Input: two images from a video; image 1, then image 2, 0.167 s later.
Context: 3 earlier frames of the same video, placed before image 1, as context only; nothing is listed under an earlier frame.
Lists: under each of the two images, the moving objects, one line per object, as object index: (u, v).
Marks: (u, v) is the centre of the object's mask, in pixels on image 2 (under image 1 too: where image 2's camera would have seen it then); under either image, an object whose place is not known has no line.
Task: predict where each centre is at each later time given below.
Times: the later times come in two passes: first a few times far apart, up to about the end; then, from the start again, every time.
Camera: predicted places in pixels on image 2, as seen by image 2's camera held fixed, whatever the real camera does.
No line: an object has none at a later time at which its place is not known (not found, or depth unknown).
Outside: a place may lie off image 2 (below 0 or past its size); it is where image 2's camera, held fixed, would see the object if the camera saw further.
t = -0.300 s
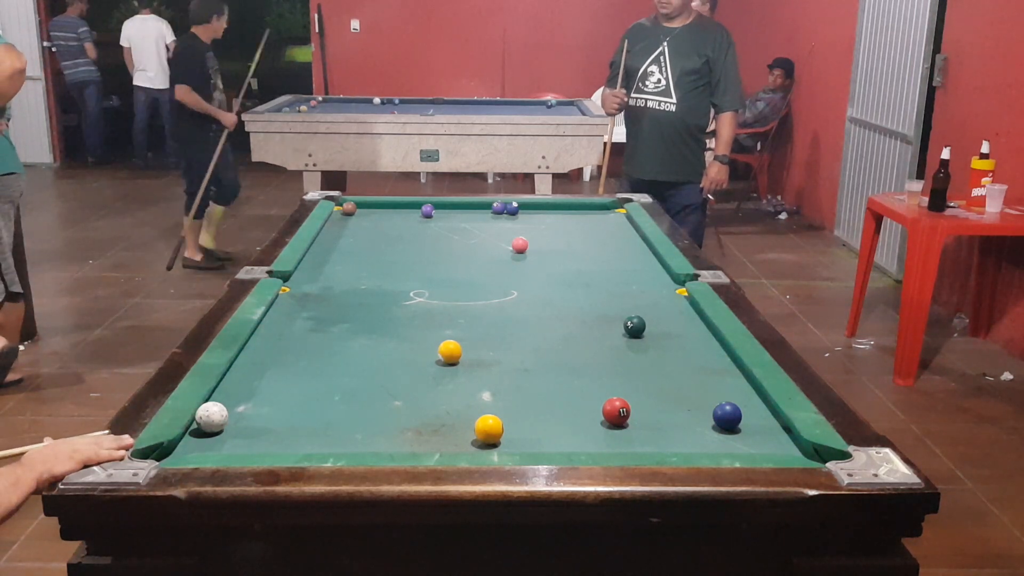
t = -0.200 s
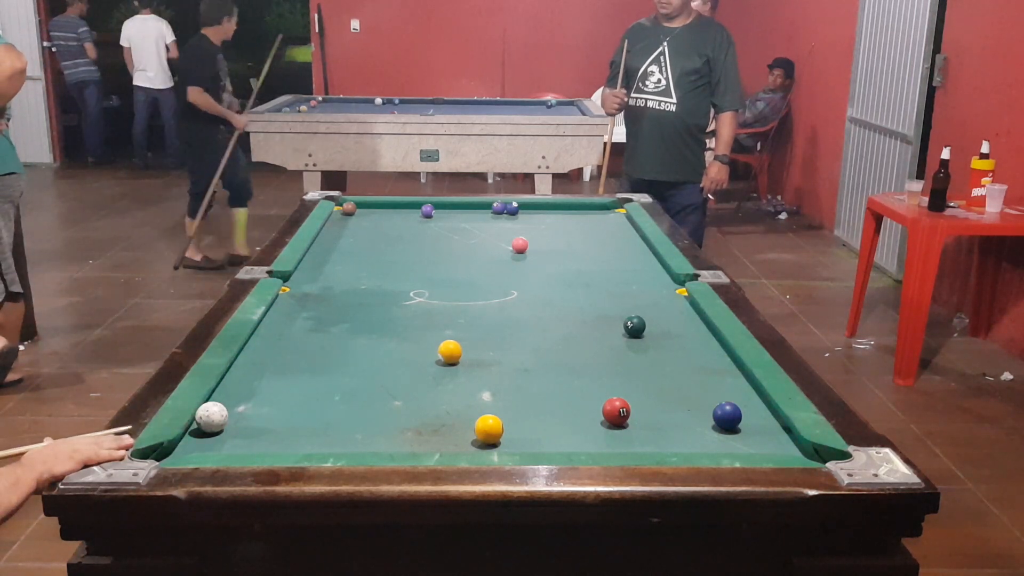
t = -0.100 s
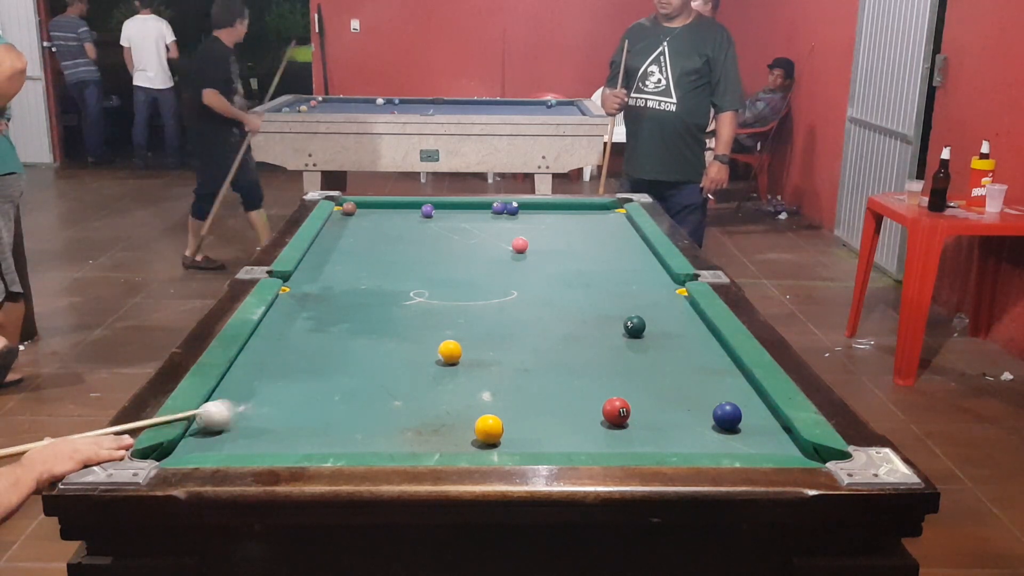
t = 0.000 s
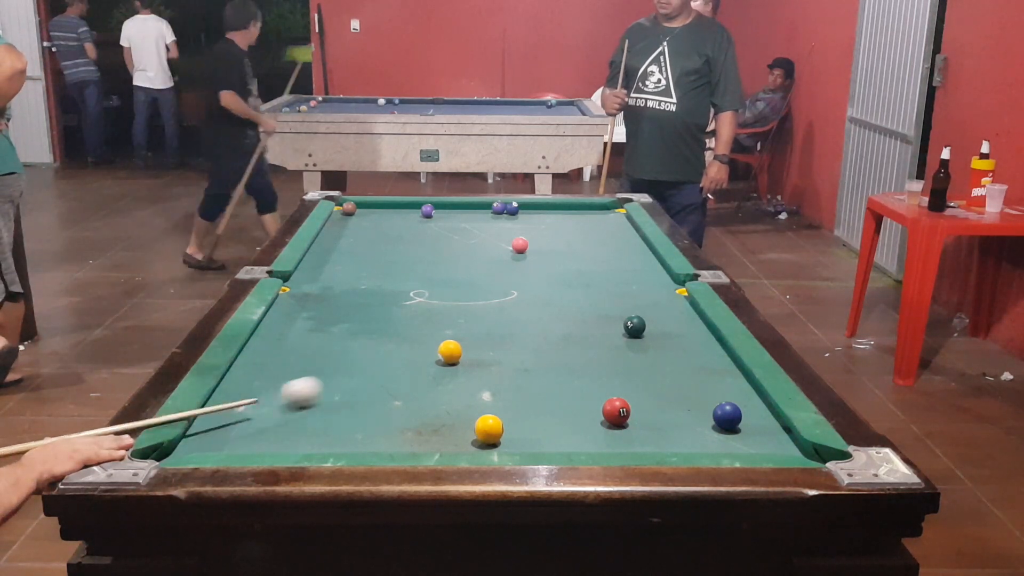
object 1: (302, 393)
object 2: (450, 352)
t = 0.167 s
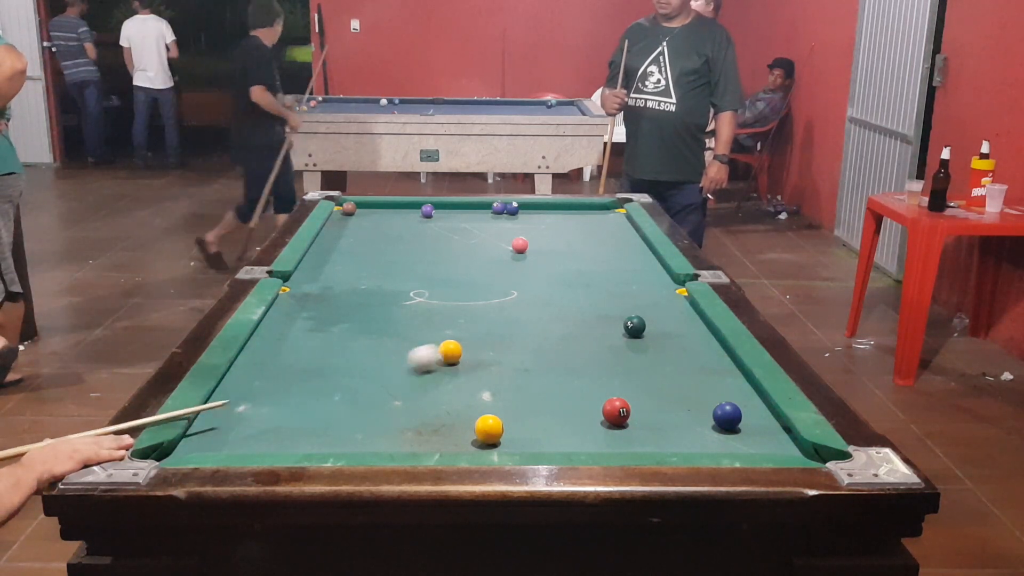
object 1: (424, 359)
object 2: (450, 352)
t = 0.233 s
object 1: (438, 356)
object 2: (486, 341)
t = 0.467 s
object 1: (489, 344)
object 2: (581, 312)
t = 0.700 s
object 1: (535, 334)
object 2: (655, 290)
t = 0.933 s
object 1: (578, 324)
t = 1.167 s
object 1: (617, 314)
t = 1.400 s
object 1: (652, 307)
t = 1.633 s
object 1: (682, 300)
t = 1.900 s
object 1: (649, 294)
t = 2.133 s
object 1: (623, 289)
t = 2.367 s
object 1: (599, 284)
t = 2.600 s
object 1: (578, 280)
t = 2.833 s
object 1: (557, 277)
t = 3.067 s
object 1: (539, 273)
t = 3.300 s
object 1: (523, 270)
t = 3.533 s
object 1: (507, 267)
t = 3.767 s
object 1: (494, 265)
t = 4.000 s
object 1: (482, 263)
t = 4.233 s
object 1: (471, 261)
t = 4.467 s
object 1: (462, 259)
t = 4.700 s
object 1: (453, 257)
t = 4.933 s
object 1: (446, 256)
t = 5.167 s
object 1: (440, 255)
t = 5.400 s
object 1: (436, 254)
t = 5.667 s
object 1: (431, 253)
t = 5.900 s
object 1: (429, 253)
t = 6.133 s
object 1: (427, 253)
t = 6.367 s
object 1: (427, 253)
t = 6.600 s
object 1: (427, 253)
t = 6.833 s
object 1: (427, 253)
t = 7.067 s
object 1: (427, 253)
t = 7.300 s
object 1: (427, 253)
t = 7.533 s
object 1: (427, 253)
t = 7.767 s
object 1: (427, 253)
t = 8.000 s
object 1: (427, 253)
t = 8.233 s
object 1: (427, 252)
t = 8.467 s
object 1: (427, 252)
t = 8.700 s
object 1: (427, 252)
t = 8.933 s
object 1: (427, 252)
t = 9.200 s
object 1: (427, 252)
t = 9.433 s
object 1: (427, 252)
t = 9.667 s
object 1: (427, 252)
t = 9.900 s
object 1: (427, 252)
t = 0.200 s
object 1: (433, 356)
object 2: (466, 346)
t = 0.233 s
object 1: (438, 356)
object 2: (486, 341)
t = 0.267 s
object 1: (444, 355)
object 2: (503, 336)
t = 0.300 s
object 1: (451, 353)
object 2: (518, 331)
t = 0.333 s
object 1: (459, 351)
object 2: (533, 327)
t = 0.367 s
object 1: (467, 350)
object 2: (545, 323)
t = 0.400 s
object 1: (474, 347)
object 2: (558, 319)
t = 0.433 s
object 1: (481, 346)
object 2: (570, 316)
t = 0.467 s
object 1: (489, 344)
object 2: (581, 312)
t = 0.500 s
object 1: (496, 343)
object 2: (593, 309)
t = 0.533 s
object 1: (503, 341)
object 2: (604, 305)
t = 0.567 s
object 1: (509, 340)
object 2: (615, 302)
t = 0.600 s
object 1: (516, 338)
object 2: (625, 299)
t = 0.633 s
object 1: (523, 337)
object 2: (636, 296)
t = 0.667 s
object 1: (529, 335)
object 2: (646, 293)
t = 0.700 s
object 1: (535, 334)
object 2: (655, 290)
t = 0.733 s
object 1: (542, 332)
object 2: (665, 287)
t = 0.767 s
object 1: (548, 331)
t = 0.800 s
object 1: (555, 329)
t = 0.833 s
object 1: (561, 328)
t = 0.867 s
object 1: (567, 327)
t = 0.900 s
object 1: (573, 325)
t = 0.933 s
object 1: (578, 324)
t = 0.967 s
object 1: (584, 323)
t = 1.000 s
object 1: (590, 321)
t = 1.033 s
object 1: (595, 320)
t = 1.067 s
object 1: (601, 319)
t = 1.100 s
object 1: (607, 317)
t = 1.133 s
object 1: (612, 316)
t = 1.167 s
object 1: (617, 314)
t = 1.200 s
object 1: (622, 313)
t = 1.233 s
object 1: (627, 310)
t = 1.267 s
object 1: (632, 309)
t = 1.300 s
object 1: (638, 308)
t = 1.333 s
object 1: (643, 308)
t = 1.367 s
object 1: (648, 308)
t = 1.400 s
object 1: (652, 307)
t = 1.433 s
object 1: (657, 306)
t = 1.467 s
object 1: (662, 305)
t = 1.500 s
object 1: (667, 304)
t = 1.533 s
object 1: (671, 303)
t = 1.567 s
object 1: (676, 302)
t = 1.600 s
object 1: (680, 300)
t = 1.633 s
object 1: (682, 300)
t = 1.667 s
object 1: (677, 299)
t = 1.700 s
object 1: (673, 298)
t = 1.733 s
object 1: (669, 297)
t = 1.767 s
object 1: (665, 297)
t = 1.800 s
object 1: (661, 296)
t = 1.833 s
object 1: (657, 295)
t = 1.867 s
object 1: (653, 294)
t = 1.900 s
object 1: (649, 294)
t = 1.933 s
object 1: (645, 293)
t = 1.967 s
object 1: (641, 292)
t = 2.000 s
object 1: (637, 291)
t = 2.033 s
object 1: (634, 291)
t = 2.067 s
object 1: (630, 290)
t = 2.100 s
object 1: (627, 290)
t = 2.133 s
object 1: (623, 289)
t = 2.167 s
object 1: (620, 288)
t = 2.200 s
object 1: (616, 287)
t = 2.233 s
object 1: (613, 287)
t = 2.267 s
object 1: (609, 286)
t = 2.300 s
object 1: (606, 285)
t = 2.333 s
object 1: (603, 285)
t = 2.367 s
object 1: (599, 284)
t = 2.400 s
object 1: (596, 284)
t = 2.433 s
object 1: (593, 283)
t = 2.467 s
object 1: (590, 282)
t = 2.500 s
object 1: (587, 282)
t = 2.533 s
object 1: (584, 281)
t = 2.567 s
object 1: (581, 281)
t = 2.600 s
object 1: (578, 280)
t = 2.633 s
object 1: (575, 280)
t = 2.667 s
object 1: (572, 279)
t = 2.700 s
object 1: (569, 279)
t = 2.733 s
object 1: (566, 278)
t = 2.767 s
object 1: (563, 277)
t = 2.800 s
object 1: (561, 277)
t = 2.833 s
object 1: (557, 277)
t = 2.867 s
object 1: (555, 276)
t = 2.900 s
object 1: (552, 276)
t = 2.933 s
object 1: (550, 275)
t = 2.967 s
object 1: (547, 275)
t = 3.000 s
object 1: (544, 274)
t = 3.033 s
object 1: (542, 274)
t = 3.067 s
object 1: (539, 273)
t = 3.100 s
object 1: (537, 273)
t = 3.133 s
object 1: (534, 272)
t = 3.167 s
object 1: (532, 272)
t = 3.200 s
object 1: (530, 271)
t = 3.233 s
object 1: (527, 271)
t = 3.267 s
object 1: (525, 270)
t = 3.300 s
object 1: (523, 270)
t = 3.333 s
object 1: (521, 270)
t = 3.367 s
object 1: (518, 269)
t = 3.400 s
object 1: (516, 269)
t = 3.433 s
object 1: (514, 268)
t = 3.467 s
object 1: (512, 268)
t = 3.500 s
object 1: (509, 268)
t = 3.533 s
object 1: (507, 267)
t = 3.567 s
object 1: (505, 267)
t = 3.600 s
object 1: (504, 266)
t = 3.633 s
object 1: (501, 266)
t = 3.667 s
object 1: (500, 266)
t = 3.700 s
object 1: (498, 265)
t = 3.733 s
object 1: (496, 265)
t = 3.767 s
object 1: (494, 265)
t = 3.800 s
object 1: (492, 265)
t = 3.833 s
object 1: (490, 264)
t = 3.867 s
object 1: (488, 264)
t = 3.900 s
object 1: (487, 264)
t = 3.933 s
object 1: (485, 263)
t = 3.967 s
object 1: (483, 263)
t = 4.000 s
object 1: (482, 263)
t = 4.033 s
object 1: (480, 262)
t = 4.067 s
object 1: (478, 262)
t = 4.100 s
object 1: (477, 262)
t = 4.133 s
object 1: (475, 262)
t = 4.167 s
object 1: (474, 261)
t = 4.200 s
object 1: (472, 261)
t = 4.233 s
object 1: (471, 261)
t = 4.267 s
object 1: (469, 260)
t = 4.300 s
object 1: (468, 260)
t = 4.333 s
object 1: (467, 260)
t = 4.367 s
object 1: (465, 259)
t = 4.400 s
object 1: (464, 259)
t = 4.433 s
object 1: (463, 259)
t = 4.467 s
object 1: (462, 259)
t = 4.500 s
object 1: (460, 258)
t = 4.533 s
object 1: (459, 258)
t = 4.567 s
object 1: (458, 258)
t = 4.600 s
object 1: (457, 258)
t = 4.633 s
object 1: (455, 257)
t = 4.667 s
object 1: (455, 257)
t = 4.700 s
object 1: (453, 257)
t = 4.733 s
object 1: (452, 257)
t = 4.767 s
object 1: (451, 256)
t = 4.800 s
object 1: (450, 256)
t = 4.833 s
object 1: (449, 256)
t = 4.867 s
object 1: (448, 256)
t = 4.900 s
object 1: (447, 256)
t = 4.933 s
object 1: (446, 256)
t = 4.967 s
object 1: (445, 256)
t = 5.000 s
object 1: (444, 255)
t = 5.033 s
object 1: (444, 255)
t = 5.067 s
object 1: (443, 255)
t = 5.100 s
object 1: (442, 255)
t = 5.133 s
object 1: (441, 255)
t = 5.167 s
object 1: (440, 255)
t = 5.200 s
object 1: (440, 255)
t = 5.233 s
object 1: (439, 255)
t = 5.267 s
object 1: (438, 255)
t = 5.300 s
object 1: (438, 254)
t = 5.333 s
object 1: (437, 254)
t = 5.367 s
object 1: (436, 254)
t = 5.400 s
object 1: (436, 254)
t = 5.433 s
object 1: (435, 254)
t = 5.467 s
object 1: (435, 254)
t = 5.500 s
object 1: (434, 254)
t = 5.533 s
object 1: (434, 253)
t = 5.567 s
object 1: (433, 254)
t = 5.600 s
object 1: (432, 254)
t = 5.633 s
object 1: (432, 253)
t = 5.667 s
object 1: (431, 253)
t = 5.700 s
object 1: (431, 253)
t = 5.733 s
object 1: (430, 253)
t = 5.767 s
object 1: (430, 253)
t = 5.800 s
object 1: (430, 253)
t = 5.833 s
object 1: (429, 253)
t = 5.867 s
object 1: (429, 253)
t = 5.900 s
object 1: (429, 253)
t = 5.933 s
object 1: (429, 253)
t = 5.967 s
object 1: (428, 253)
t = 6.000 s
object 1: (428, 253)
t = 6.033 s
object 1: (428, 253)
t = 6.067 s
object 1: (428, 253)
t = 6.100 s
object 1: (427, 253)
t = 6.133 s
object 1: (427, 253)
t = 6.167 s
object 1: (427, 253)
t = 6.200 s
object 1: (427, 253)
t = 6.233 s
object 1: (427, 253)
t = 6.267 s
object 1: (427, 253)
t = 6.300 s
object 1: (427, 253)
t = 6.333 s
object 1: (427, 253)
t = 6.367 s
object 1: (427, 253)
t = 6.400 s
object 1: (427, 253)
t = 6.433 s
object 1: (427, 253)
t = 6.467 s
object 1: (427, 253)
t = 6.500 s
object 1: (427, 253)
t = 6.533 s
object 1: (427, 253)
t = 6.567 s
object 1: (427, 253)
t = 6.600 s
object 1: (427, 253)
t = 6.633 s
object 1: (427, 253)
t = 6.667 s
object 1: (427, 253)
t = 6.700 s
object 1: (427, 253)
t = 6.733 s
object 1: (427, 253)
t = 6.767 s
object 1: (427, 253)
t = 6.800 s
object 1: (427, 253)
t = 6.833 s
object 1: (427, 253)
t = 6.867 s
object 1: (427, 253)
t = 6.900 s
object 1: (427, 253)
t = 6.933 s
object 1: (427, 253)
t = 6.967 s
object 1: (427, 253)
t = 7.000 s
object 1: (427, 253)
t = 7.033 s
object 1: (427, 253)
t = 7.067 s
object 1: (427, 253)
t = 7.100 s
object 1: (427, 253)
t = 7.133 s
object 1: (427, 253)
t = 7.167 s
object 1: (427, 253)
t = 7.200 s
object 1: (427, 253)
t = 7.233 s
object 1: (427, 253)
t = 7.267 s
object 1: (427, 253)
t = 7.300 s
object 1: (427, 253)
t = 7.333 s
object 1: (427, 253)
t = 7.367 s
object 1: (427, 253)
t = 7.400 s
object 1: (427, 253)
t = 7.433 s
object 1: (427, 253)
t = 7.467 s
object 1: (427, 253)
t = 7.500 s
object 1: (427, 253)
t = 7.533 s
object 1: (427, 253)
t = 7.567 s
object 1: (427, 253)
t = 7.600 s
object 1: (427, 253)
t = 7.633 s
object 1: (427, 253)
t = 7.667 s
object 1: (427, 253)
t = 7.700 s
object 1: (427, 253)
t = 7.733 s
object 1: (427, 253)
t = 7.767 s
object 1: (427, 253)
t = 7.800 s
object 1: (427, 253)
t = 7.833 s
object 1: (427, 253)
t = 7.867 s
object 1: (427, 253)
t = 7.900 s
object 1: (427, 253)
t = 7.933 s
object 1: (427, 253)
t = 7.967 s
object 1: (427, 253)
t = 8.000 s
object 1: (427, 253)
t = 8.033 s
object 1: (427, 253)
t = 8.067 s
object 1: (427, 253)
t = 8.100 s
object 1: (427, 253)
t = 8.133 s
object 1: (427, 252)
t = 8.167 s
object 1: (427, 252)
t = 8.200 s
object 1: (427, 252)
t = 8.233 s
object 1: (427, 252)
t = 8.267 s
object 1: (427, 252)
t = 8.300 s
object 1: (427, 252)
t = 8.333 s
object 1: (427, 252)
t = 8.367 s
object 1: (427, 252)
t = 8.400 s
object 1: (427, 252)
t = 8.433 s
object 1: (427, 252)
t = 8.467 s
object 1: (427, 252)
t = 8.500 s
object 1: (427, 252)
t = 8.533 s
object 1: (427, 252)
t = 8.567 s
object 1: (427, 252)
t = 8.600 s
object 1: (427, 252)
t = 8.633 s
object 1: (427, 252)
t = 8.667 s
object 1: (427, 252)
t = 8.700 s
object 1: (427, 252)
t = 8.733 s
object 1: (427, 252)
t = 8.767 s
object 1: (427, 252)
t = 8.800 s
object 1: (427, 252)
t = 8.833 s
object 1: (427, 252)
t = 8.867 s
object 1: (427, 252)
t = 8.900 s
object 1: (427, 252)
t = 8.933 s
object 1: (427, 252)
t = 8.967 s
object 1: (427, 252)
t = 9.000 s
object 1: (427, 252)
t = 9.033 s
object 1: (427, 252)
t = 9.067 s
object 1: (427, 252)
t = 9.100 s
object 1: (427, 252)
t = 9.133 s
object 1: (427, 252)
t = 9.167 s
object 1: (427, 252)
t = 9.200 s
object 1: (427, 252)
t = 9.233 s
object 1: (427, 252)
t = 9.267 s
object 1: (427, 252)
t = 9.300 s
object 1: (427, 252)
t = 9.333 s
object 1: (427, 252)
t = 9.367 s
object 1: (427, 252)
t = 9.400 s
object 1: (427, 252)
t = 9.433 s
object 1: (427, 252)
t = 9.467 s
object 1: (427, 252)
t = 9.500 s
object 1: (427, 252)
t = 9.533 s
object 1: (427, 252)
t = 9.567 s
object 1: (427, 252)
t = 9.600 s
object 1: (427, 252)
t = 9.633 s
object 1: (427, 252)
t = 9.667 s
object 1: (427, 252)
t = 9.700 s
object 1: (427, 252)
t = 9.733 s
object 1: (427, 252)
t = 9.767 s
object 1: (427, 252)
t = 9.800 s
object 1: (427, 252)
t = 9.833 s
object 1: (427, 252)
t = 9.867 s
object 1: (427, 252)
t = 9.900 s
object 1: (427, 252)
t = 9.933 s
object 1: (427, 252)
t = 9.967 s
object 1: (427, 252)
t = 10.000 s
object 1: (427, 252)
